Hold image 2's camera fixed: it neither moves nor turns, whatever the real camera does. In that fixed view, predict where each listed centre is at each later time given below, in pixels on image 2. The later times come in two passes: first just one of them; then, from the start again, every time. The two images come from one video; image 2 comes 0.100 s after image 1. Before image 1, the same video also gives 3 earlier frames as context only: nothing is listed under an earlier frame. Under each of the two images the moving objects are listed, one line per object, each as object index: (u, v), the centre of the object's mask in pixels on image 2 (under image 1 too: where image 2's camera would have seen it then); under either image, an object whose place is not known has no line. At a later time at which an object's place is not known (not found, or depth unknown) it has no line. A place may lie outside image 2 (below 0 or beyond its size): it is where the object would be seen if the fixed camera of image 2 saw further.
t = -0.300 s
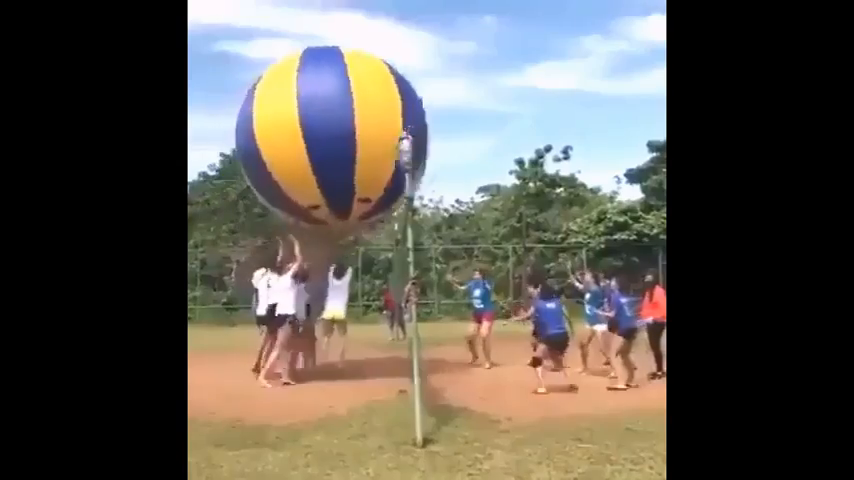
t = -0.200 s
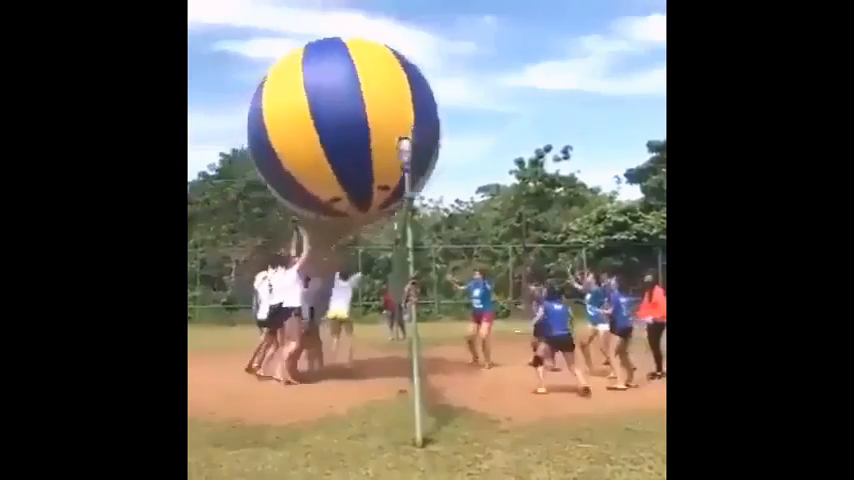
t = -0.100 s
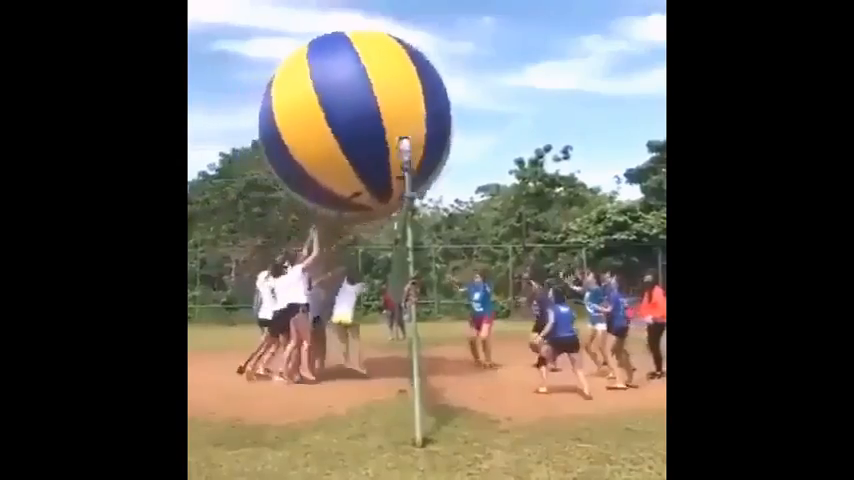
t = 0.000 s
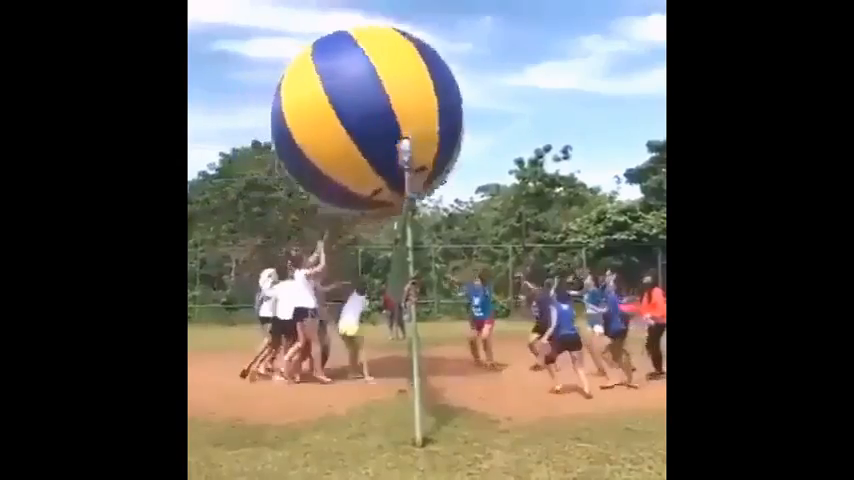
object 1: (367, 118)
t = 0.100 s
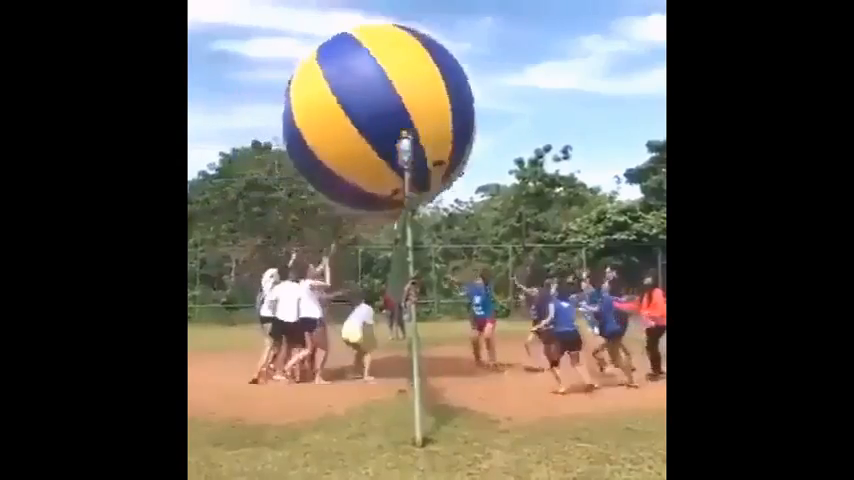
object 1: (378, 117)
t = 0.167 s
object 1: (386, 118)
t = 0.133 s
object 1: (383, 117)
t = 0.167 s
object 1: (386, 118)
